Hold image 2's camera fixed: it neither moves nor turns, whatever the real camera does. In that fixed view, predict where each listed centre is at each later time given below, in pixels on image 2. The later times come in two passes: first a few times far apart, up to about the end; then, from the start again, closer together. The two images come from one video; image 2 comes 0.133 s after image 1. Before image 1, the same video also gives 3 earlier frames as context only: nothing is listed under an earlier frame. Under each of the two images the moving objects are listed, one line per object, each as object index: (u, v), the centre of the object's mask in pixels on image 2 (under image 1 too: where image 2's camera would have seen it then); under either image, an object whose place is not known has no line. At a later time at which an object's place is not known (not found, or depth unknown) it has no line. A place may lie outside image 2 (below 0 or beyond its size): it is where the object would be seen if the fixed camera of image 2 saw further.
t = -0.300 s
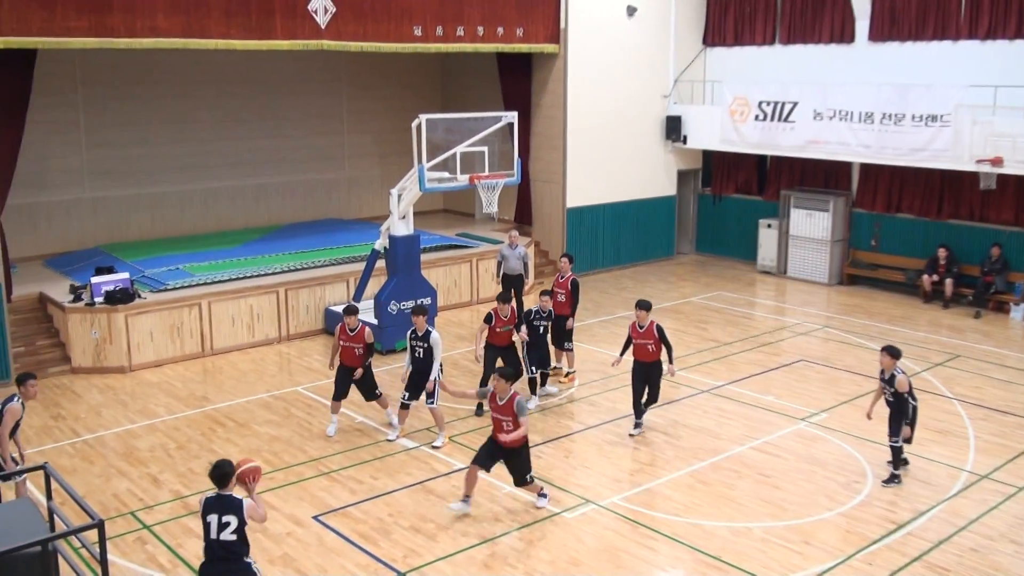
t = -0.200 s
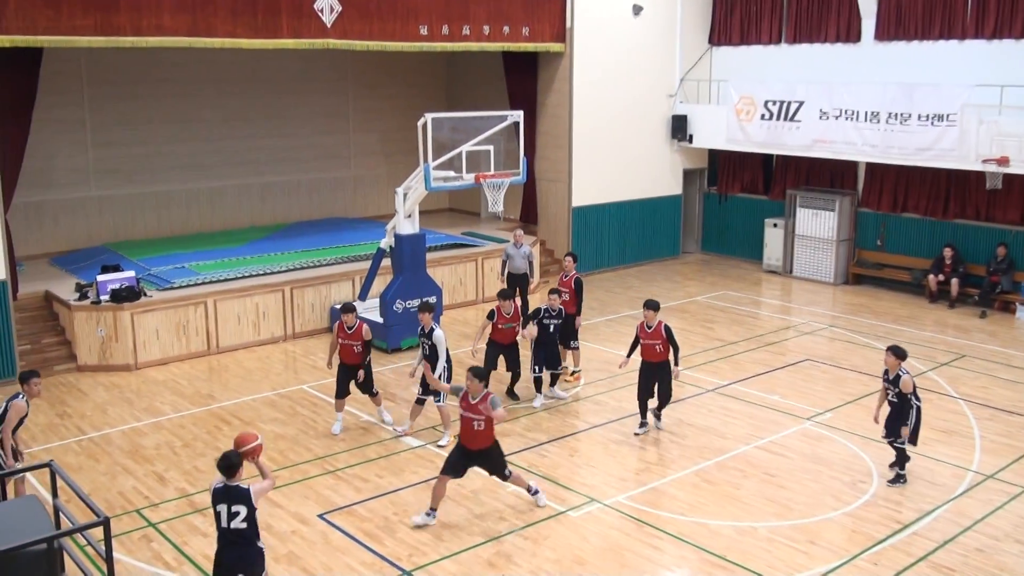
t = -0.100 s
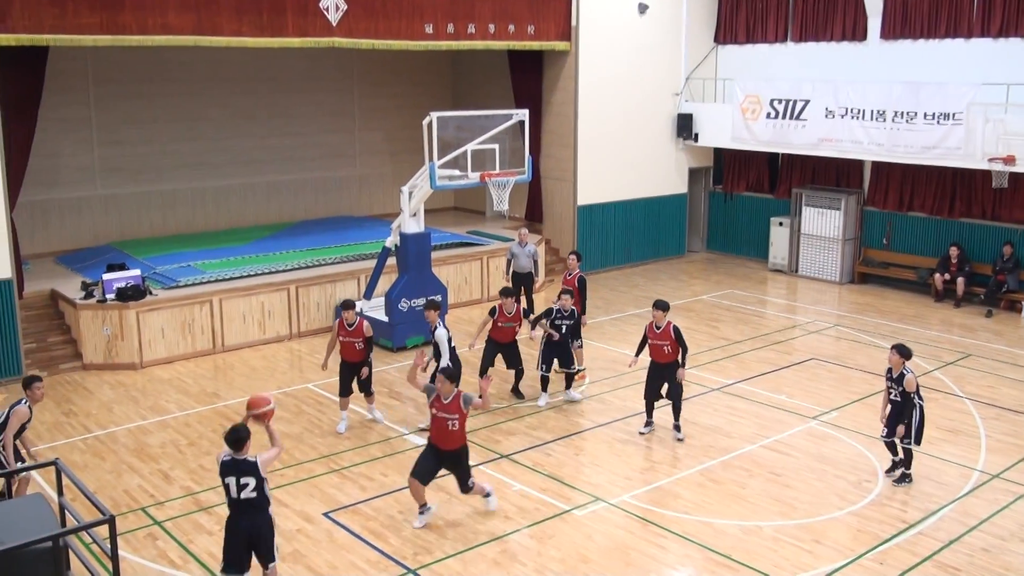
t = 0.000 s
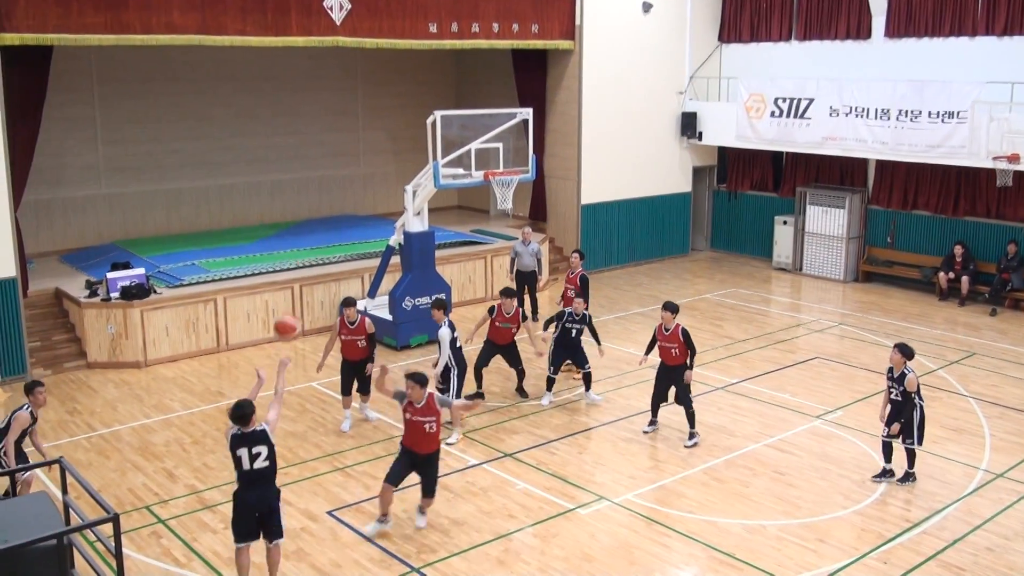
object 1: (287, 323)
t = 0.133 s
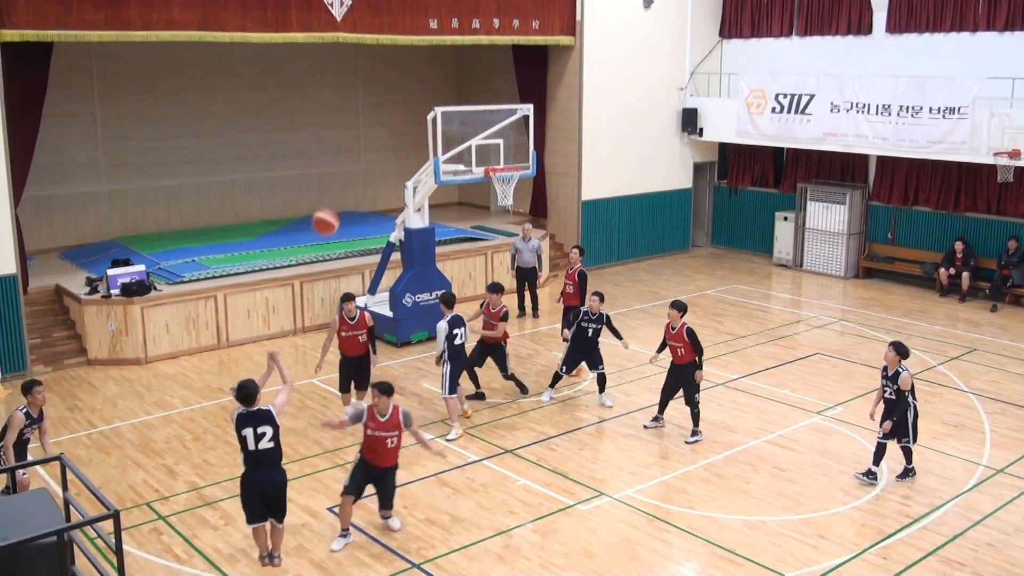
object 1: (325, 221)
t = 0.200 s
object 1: (343, 181)
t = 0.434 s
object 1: (397, 92)
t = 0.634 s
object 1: (437, 67)
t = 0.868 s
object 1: (475, 80)
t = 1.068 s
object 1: (501, 120)
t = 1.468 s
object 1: (590, 176)
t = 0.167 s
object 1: (335, 201)
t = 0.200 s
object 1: (343, 181)
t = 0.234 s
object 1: (351, 165)
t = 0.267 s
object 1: (360, 149)
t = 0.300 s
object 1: (367, 135)
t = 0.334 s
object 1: (375, 121)
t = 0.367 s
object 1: (382, 111)
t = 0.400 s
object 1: (390, 101)
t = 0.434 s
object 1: (397, 92)
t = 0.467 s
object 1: (404, 85)
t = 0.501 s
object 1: (411, 80)
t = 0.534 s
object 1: (418, 74)
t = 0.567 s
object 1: (424, 71)
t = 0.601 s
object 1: (430, 68)
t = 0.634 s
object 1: (437, 67)
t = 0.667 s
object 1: (443, 65)
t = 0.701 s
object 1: (449, 65)
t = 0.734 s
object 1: (454, 67)
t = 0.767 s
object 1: (459, 68)
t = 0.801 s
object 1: (465, 72)
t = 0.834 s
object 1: (470, 75)
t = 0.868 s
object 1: (475, 80)
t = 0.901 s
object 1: (480, 85)
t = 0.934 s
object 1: (484, 90)
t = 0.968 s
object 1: (488, 97)
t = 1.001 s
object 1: (493, 104)
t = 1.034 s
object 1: (497, 111)
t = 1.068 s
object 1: (501, 120)
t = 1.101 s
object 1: (506, 129)
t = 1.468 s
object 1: (590, 176)
